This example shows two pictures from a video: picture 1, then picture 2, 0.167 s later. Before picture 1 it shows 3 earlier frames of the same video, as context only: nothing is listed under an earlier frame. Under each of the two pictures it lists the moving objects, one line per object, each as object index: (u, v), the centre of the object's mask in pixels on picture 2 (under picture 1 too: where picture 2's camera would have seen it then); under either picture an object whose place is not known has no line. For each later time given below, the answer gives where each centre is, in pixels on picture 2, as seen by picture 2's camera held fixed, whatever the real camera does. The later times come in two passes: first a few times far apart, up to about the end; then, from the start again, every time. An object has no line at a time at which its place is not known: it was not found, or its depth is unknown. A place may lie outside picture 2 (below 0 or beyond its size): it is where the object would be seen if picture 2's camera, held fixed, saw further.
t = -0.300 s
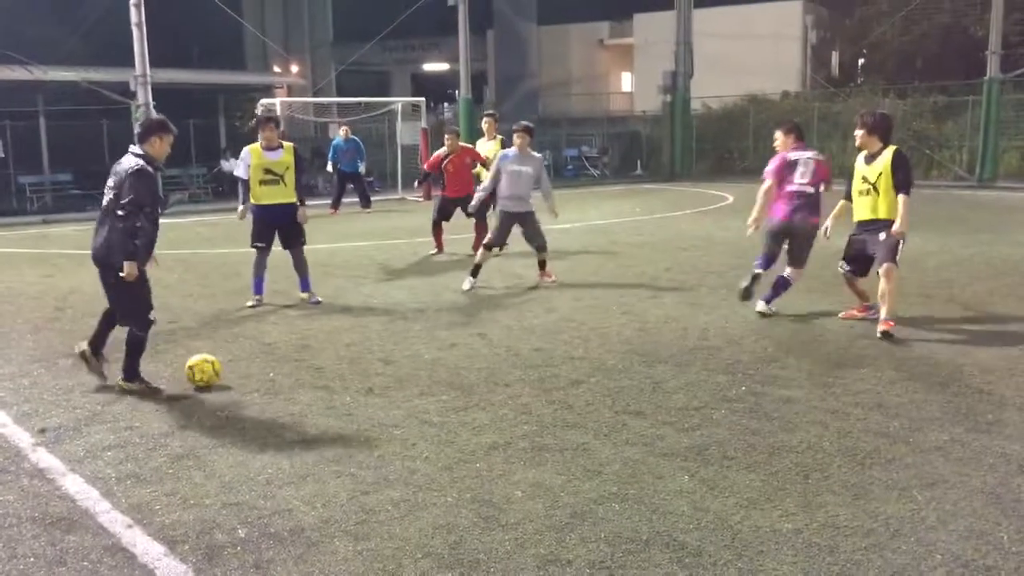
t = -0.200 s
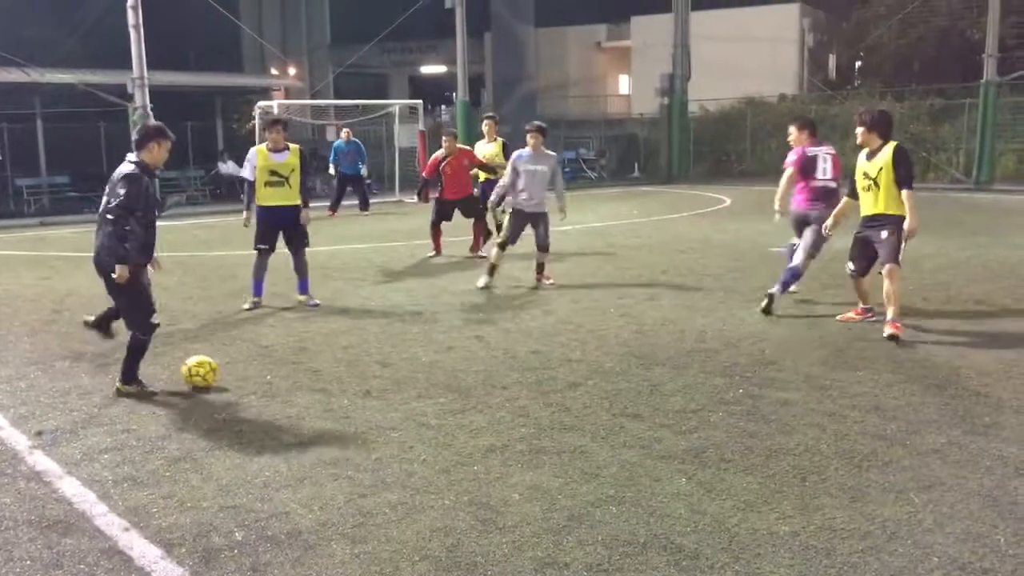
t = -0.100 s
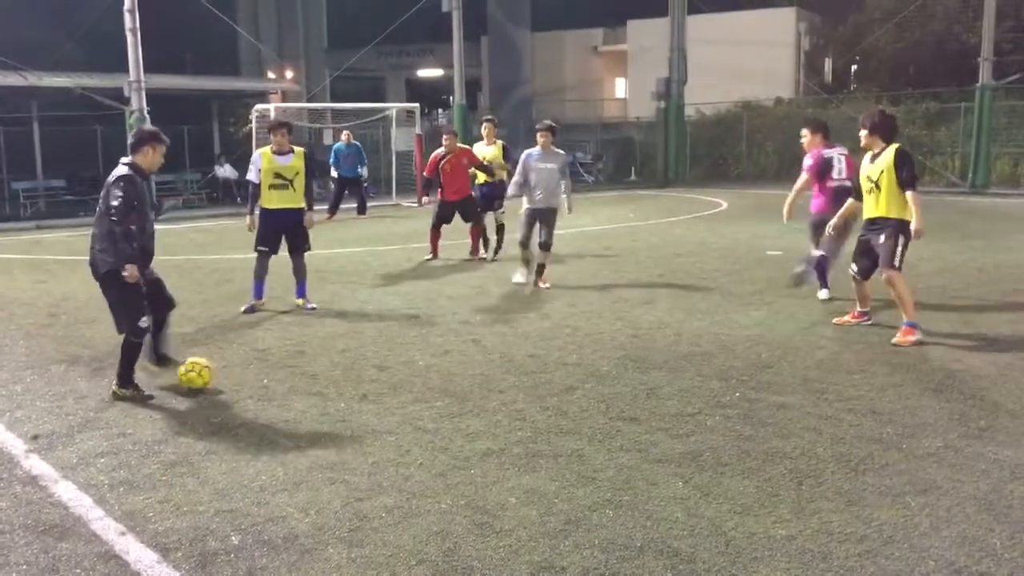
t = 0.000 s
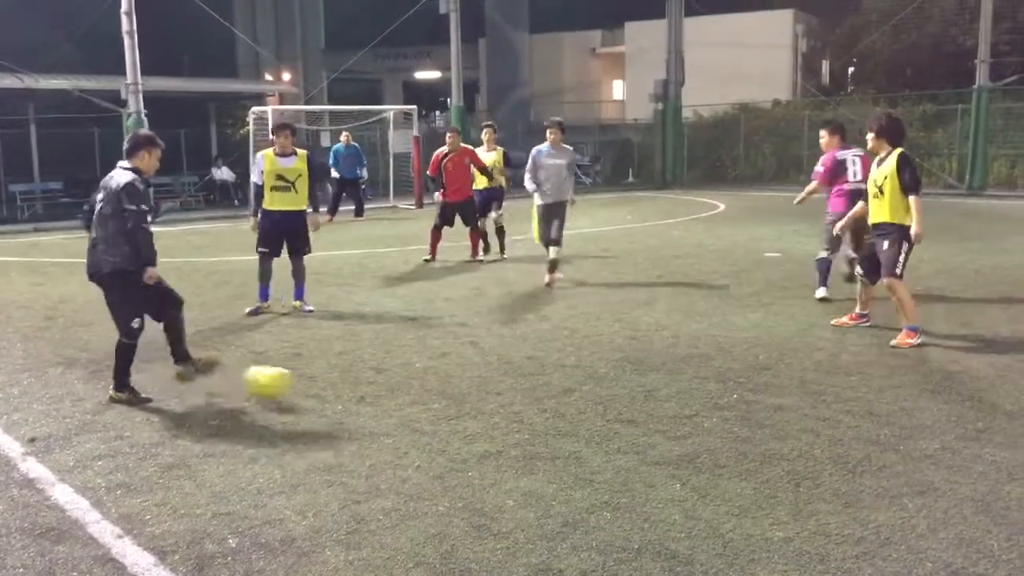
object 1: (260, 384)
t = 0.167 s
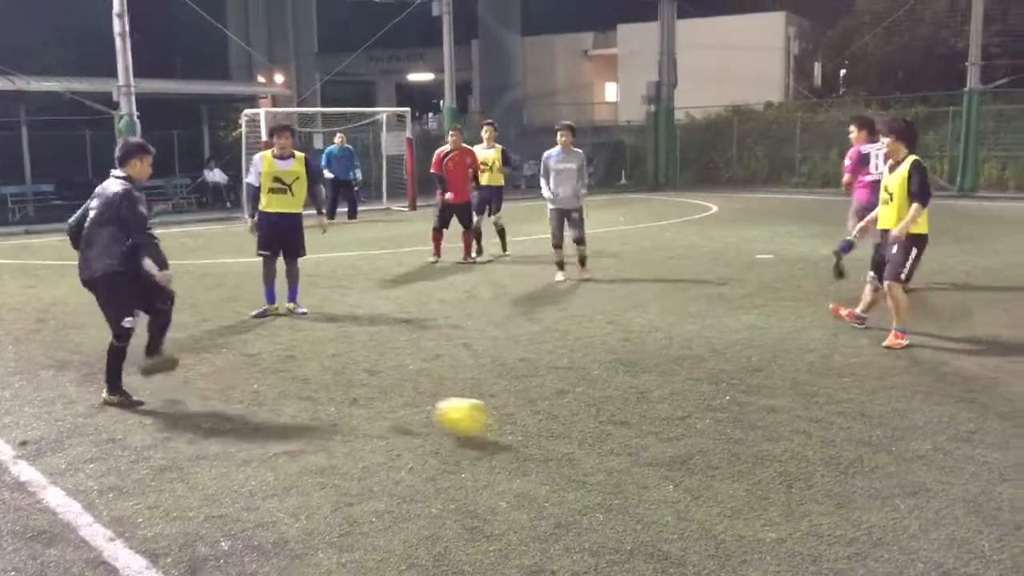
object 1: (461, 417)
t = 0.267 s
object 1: (595, 438)
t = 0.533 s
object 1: (1010, 507)
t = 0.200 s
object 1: (508, 423)
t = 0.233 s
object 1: (551, 430)
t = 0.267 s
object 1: (595, 438)
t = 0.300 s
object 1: (647, 451)
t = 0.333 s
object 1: (692, 456)
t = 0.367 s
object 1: (741, 461)
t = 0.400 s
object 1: (793, 470)
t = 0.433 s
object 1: (844, 483)
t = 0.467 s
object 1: (896, 491)
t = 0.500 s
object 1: (951, 496)
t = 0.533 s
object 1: (1010, 507)
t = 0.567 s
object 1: (1068, 519)
